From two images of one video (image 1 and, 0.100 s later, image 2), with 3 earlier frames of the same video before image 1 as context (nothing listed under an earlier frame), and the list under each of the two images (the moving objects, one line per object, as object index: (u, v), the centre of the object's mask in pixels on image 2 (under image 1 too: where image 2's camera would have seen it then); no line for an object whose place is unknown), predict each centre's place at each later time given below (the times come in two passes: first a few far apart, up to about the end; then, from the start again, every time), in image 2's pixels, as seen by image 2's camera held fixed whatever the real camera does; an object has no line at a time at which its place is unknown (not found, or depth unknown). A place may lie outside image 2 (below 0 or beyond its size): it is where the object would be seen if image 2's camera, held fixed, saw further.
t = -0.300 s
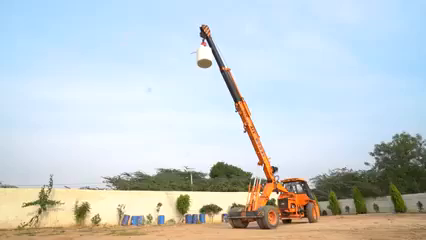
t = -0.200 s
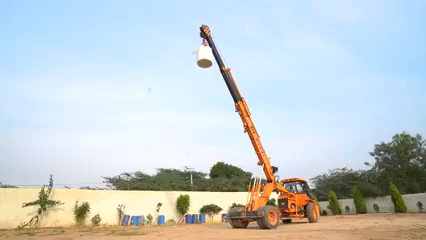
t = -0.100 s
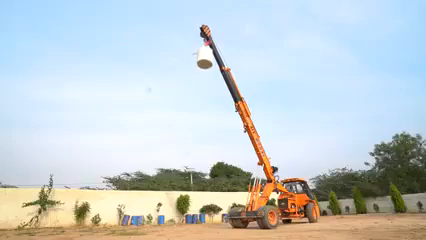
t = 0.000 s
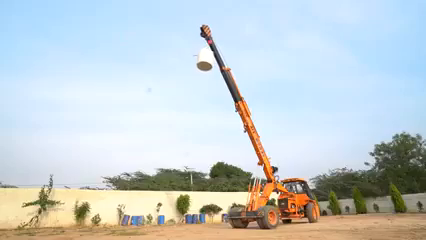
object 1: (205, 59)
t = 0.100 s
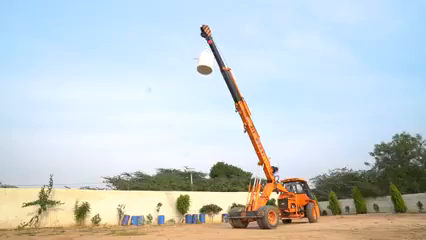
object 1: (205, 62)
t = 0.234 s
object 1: (206, 70)
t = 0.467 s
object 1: (207, 90)
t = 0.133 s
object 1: (205, 63)
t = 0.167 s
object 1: (206, 66)
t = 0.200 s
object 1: (206, 67)
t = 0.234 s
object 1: (206, 70)
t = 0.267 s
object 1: (206, 72)
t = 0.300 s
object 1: (206, 74)
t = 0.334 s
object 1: (206, 77)
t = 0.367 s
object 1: (206, 80)
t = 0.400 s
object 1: (206, 83)
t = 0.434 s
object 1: (206, 87)
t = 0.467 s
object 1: (207, 90)
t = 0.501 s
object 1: (207, 94)
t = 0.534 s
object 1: (207, 98)
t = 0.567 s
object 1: (207, 102)
